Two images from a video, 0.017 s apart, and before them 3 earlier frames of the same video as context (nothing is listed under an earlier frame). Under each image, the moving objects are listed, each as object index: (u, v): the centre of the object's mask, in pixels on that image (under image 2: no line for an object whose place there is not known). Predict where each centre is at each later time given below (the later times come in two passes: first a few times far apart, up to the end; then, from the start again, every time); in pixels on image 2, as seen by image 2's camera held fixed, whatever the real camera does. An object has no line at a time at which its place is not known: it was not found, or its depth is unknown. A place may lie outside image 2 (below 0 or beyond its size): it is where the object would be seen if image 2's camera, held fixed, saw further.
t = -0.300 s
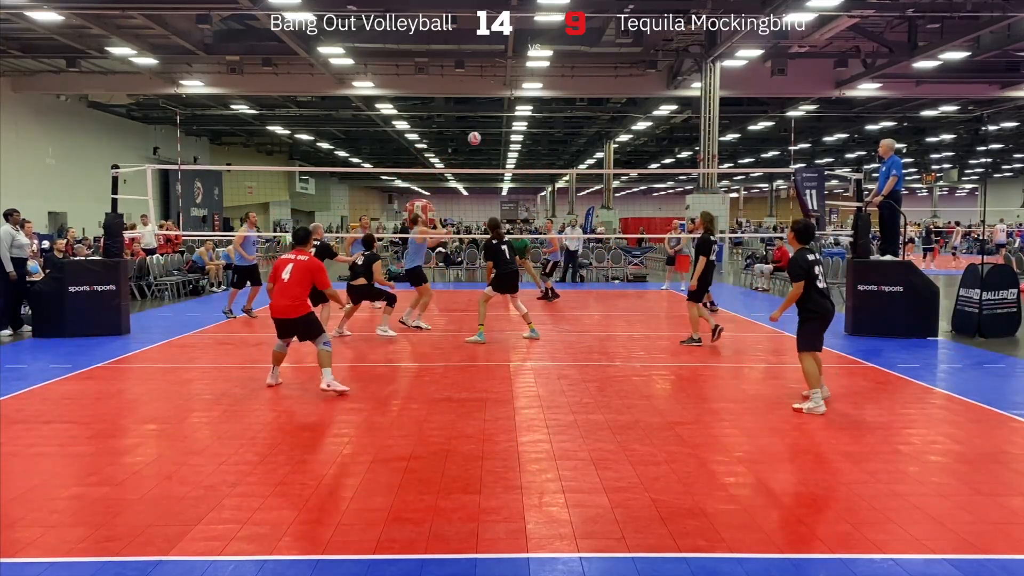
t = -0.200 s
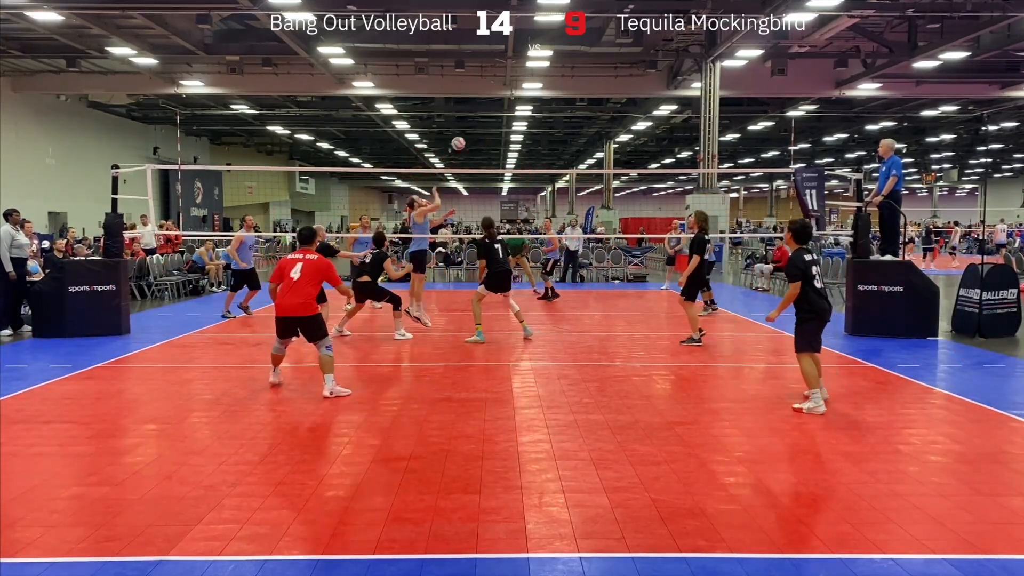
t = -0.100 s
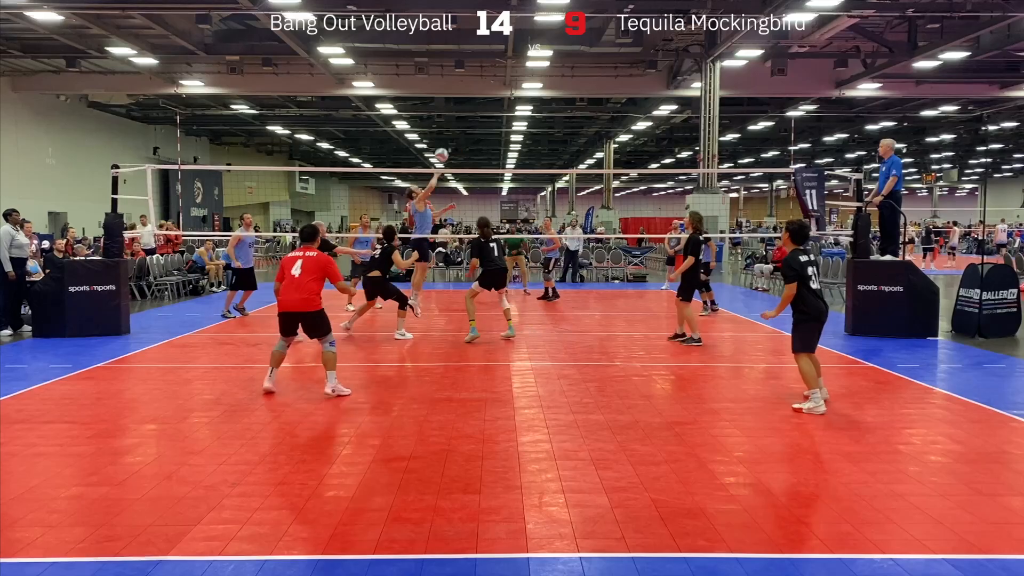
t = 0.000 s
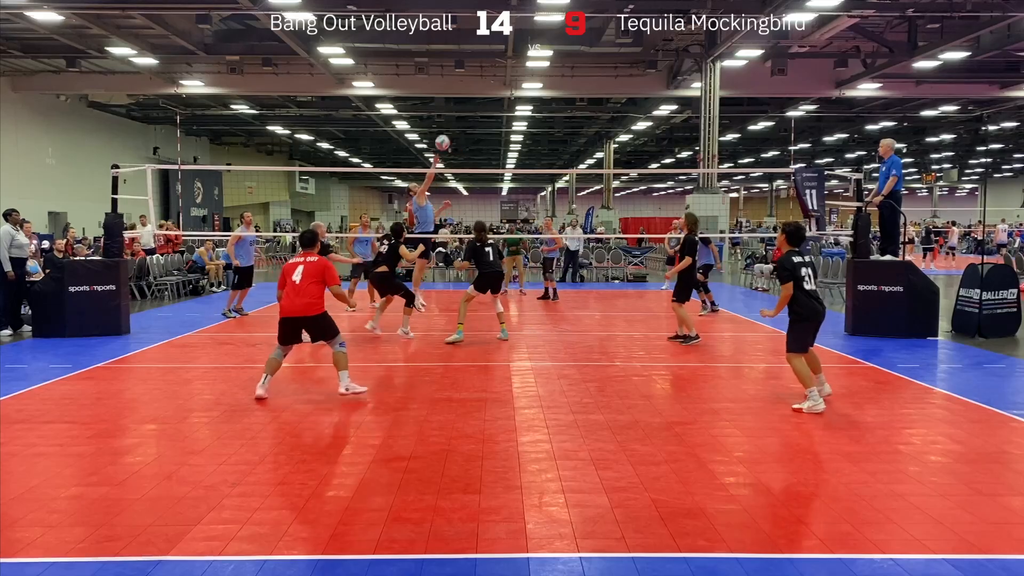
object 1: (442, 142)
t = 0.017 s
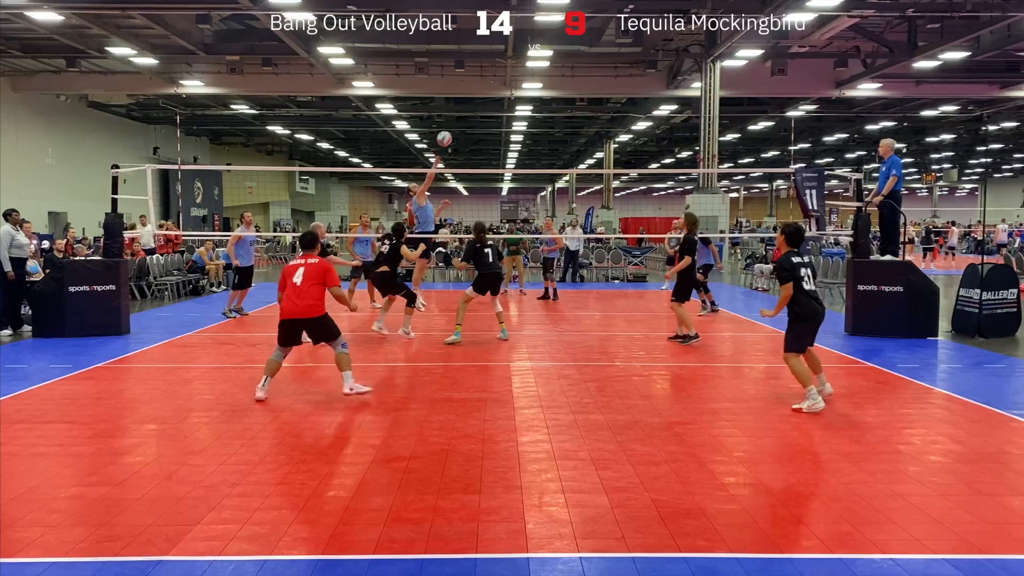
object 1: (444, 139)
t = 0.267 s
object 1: (476, 99)
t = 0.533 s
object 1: (520, 103)
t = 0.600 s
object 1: (535, 116)
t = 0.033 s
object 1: (446, 135)
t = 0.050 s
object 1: (448, 131)
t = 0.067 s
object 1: (450, 128)
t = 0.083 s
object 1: (452, 125)
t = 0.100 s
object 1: (454, 122)
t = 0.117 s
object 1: (456, 119)
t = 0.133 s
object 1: (458, 116)
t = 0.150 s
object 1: (460, 113)
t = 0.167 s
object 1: (462, 111)
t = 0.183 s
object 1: (464, 109)
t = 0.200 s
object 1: (467, 106)
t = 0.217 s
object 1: (469, 104)
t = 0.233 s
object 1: (471, 103)
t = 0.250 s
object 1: (474, 101)
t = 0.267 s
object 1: (476, 99)
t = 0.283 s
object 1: (479, 98)
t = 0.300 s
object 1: (481, 97)
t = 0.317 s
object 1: (484, 96)
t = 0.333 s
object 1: (486, 95)
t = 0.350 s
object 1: (488, 95)
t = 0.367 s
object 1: (491, 94)
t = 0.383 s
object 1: (494, 94)
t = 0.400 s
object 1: (497, 94)
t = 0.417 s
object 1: (499, 95)
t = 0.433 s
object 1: (502, 95)
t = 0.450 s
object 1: (505, 96)
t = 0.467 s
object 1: (508, 97)
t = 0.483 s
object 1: (511, 98)
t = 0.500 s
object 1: (514, 100)
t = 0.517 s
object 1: (517, 102)
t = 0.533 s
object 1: (520, 103)
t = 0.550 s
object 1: (524, 106)
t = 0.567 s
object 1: (527, 109)
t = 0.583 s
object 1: (532, 112)
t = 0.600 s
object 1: (535, 116)
